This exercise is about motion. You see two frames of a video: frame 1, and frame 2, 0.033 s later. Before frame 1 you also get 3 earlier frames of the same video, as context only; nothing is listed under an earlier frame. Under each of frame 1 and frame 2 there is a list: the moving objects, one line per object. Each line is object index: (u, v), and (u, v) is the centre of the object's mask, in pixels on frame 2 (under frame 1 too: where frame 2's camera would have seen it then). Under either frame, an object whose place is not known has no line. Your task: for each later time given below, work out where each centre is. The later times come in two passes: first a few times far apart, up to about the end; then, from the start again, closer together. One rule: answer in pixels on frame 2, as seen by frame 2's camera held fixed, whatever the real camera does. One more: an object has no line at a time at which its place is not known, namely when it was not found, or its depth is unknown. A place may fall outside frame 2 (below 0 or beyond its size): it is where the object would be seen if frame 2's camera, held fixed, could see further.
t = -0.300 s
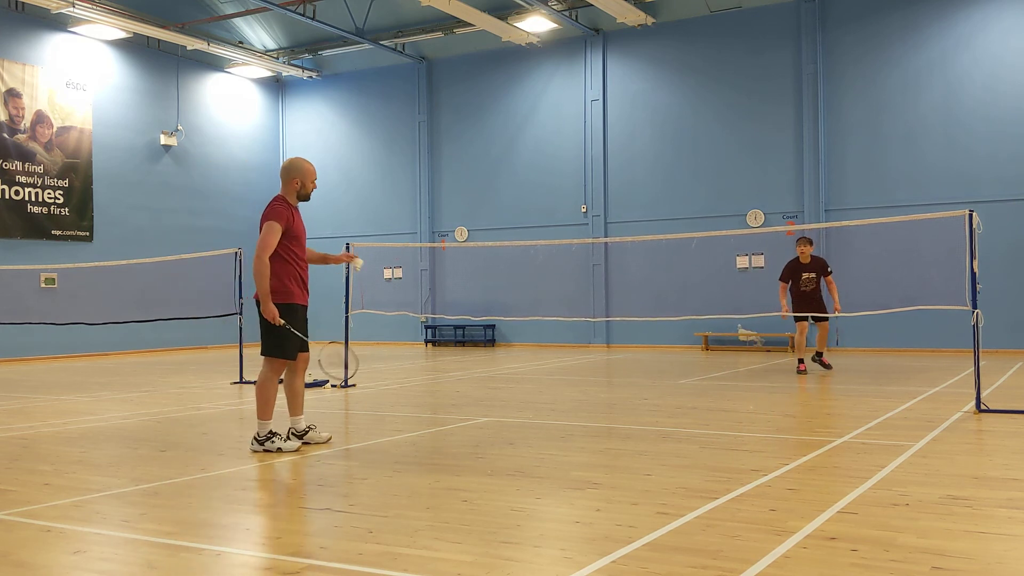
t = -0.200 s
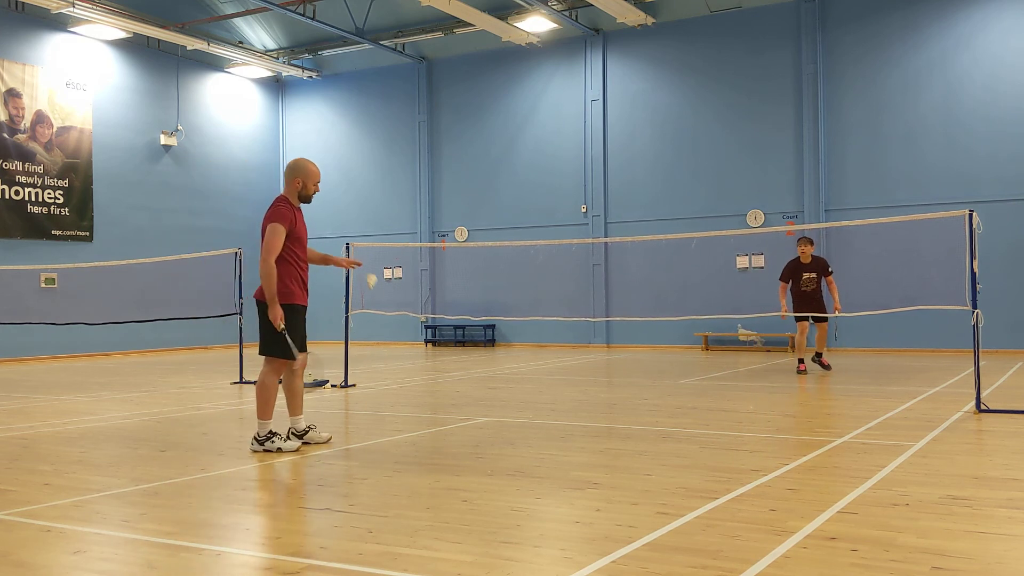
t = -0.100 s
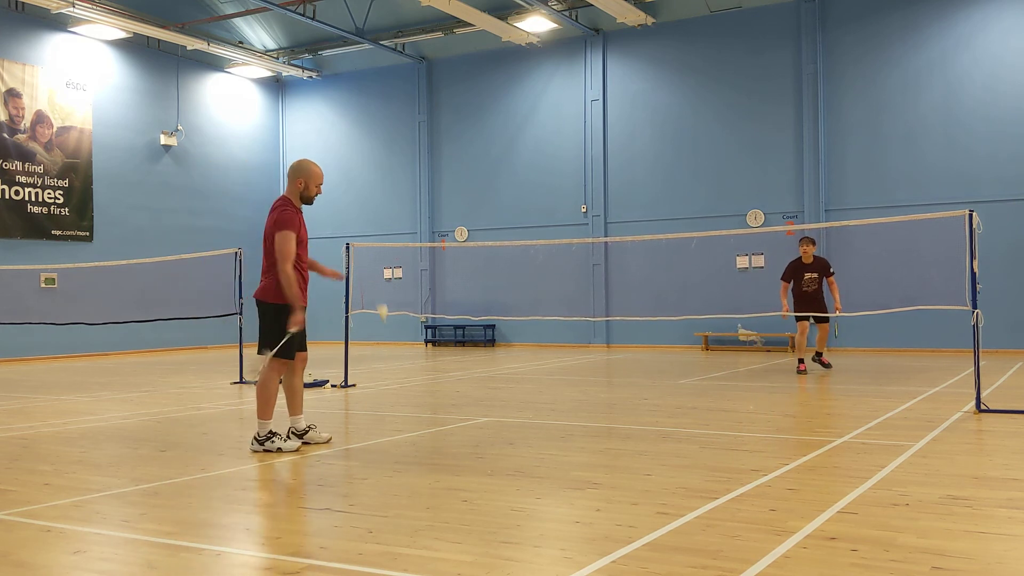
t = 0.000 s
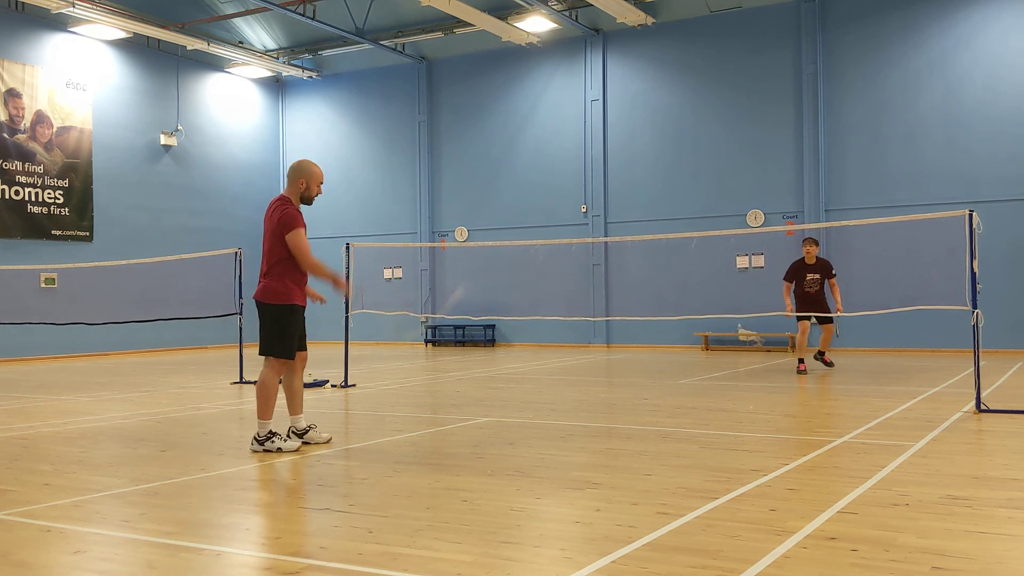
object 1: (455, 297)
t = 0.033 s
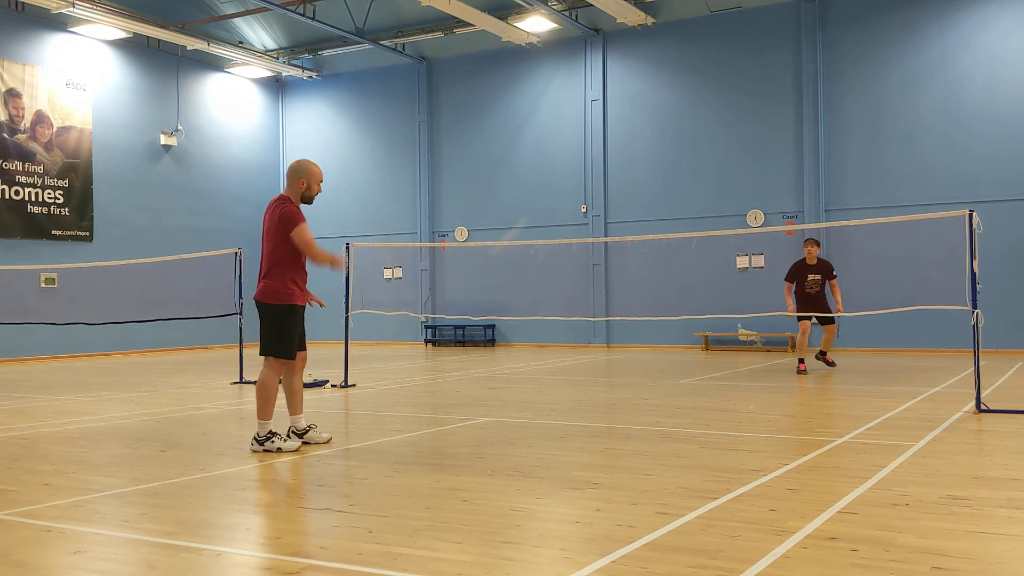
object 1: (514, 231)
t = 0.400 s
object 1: (737, 38)
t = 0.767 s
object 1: (803, 64)
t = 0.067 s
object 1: (557, 187)
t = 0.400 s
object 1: (737, 38)
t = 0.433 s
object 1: (746, 36)
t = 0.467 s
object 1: (753, 35)
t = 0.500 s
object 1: (760, 35)
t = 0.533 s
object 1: (767, 36)
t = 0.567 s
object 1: (773, 38)
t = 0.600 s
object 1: (779, 41)
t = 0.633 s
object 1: (784, 44)
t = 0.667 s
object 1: (789, 48)
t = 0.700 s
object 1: (794, 53)
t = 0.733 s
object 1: (798, 58)
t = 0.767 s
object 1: (803, 64)
